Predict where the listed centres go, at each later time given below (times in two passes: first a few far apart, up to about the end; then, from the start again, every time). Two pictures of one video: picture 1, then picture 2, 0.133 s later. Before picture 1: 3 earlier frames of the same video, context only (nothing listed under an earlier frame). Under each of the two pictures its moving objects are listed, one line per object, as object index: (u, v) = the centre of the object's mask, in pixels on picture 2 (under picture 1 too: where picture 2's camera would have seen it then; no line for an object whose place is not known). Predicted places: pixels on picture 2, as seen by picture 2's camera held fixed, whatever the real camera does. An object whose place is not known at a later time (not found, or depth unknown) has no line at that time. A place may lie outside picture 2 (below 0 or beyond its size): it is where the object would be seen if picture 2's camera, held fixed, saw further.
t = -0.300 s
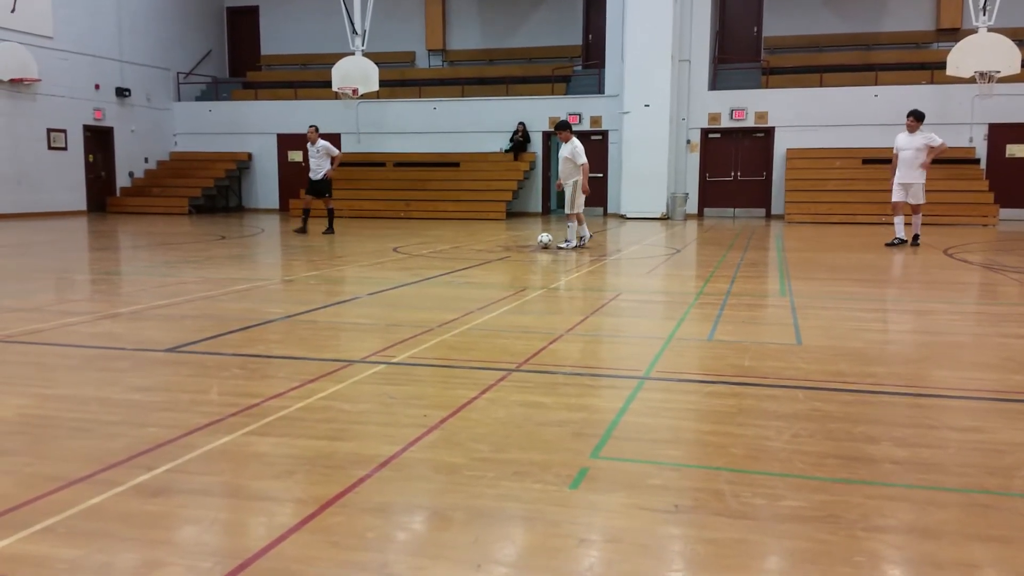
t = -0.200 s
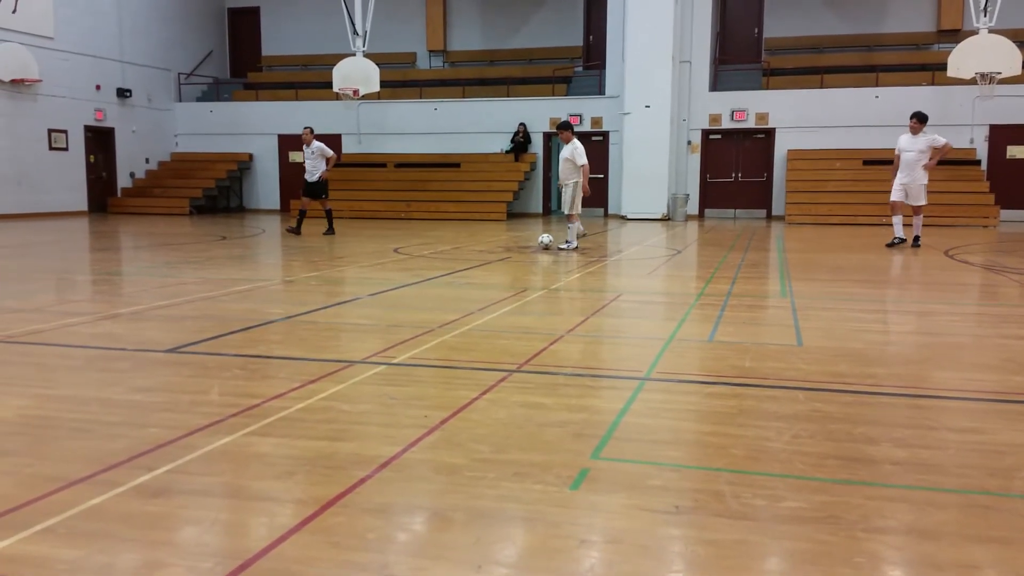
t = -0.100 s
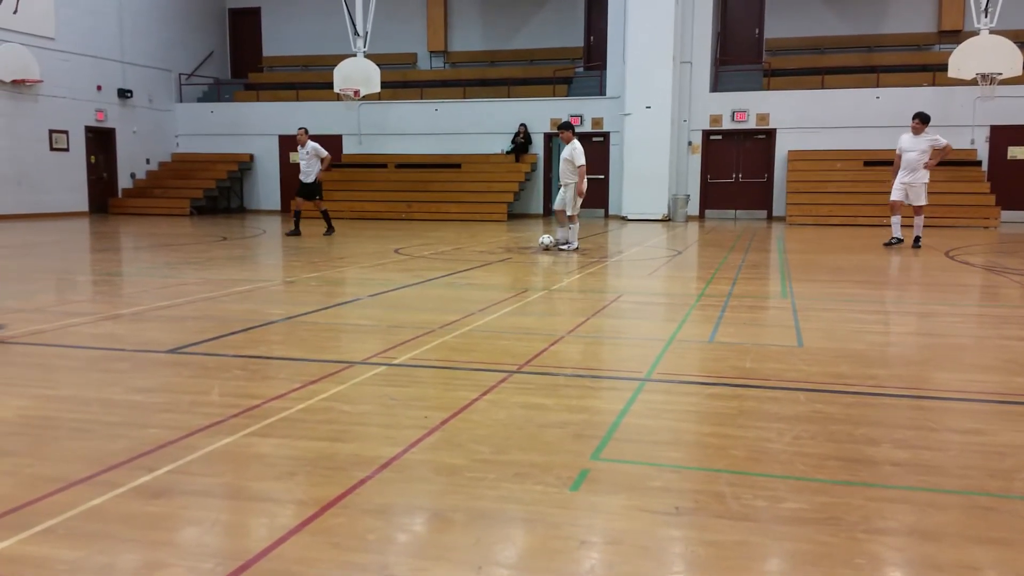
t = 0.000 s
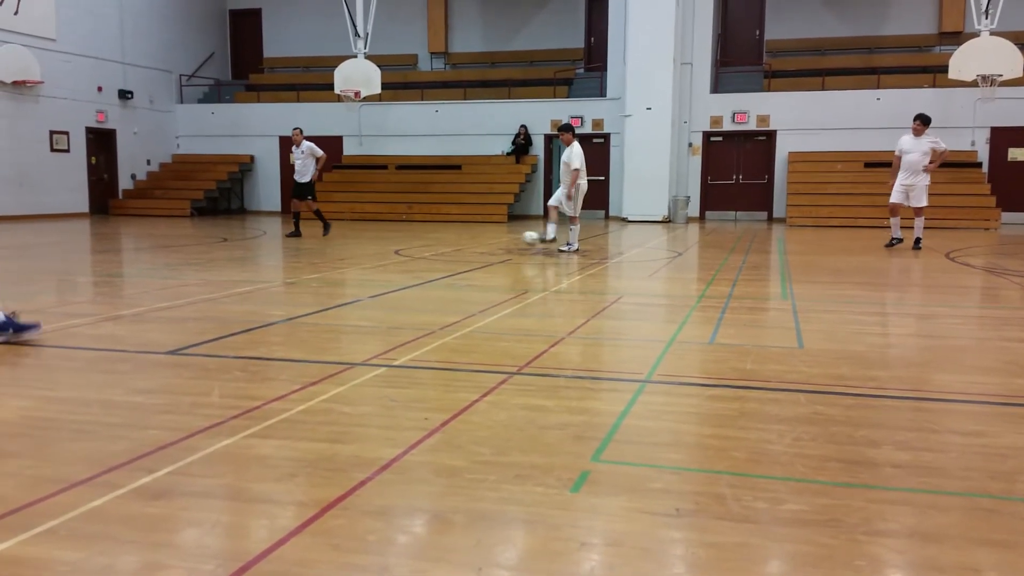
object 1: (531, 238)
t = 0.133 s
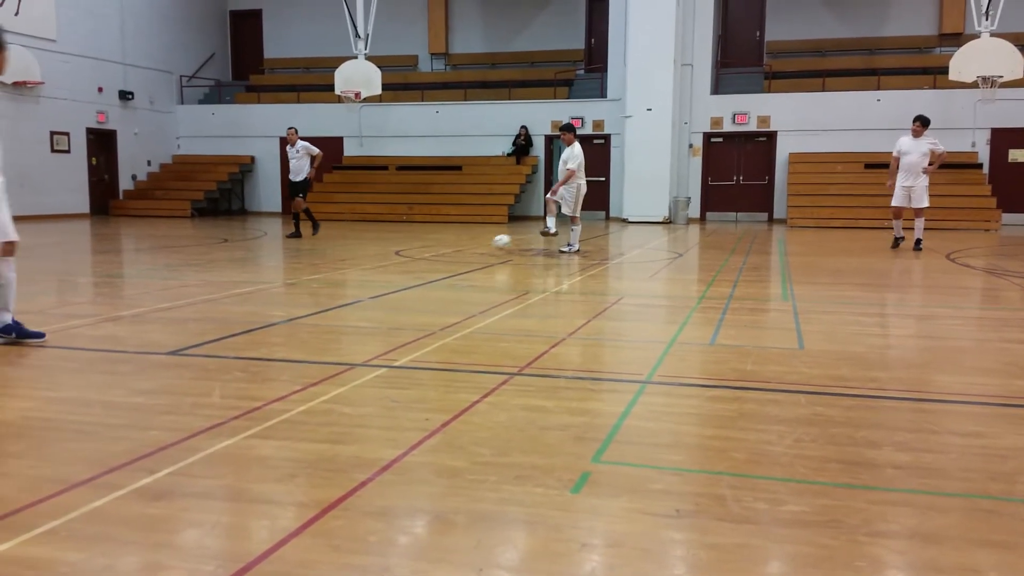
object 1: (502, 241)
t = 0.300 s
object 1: (463, 249)
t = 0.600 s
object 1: (393, 261)
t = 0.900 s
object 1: (329, 270)
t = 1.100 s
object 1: (284, 276)
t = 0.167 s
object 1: (494, 243)
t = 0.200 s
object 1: (485, 249)
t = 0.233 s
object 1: (478, 250)
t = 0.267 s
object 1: (470, 249)
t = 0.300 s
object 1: (463, 249)
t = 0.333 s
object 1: (455, 250)
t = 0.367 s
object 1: (447, 253)
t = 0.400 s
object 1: (439, 256)
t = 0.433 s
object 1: (431, 255)
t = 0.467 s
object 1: (424, 255)
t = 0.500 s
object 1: (416, 257)
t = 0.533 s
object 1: (408, 260)
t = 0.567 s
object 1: (400, 260)
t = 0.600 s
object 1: (393, 261)
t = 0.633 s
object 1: (386, 262)
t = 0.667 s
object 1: (378, 263)
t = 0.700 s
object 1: (371, 264)
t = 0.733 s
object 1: (364, 265)
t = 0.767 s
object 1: (356, 266)
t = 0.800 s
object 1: (349, 267)
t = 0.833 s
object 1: (342, 269)
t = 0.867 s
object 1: (335, 269)
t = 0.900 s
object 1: (329, 270)
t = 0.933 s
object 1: (321, 271)
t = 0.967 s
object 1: (314, 271)
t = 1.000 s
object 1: (306, 273)
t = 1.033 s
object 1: (298, 274)
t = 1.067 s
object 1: (292, 275)
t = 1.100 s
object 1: (284, 276)
